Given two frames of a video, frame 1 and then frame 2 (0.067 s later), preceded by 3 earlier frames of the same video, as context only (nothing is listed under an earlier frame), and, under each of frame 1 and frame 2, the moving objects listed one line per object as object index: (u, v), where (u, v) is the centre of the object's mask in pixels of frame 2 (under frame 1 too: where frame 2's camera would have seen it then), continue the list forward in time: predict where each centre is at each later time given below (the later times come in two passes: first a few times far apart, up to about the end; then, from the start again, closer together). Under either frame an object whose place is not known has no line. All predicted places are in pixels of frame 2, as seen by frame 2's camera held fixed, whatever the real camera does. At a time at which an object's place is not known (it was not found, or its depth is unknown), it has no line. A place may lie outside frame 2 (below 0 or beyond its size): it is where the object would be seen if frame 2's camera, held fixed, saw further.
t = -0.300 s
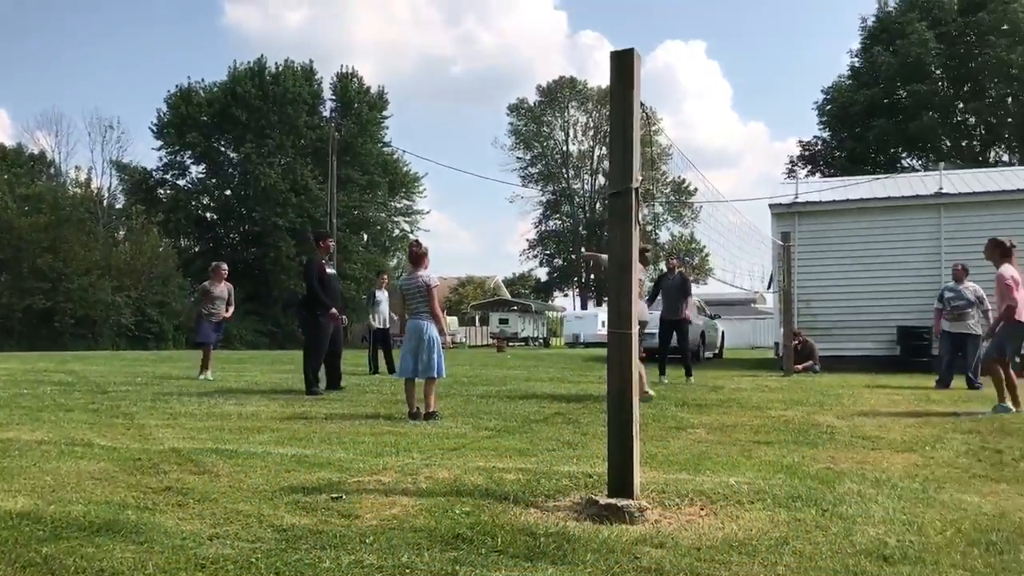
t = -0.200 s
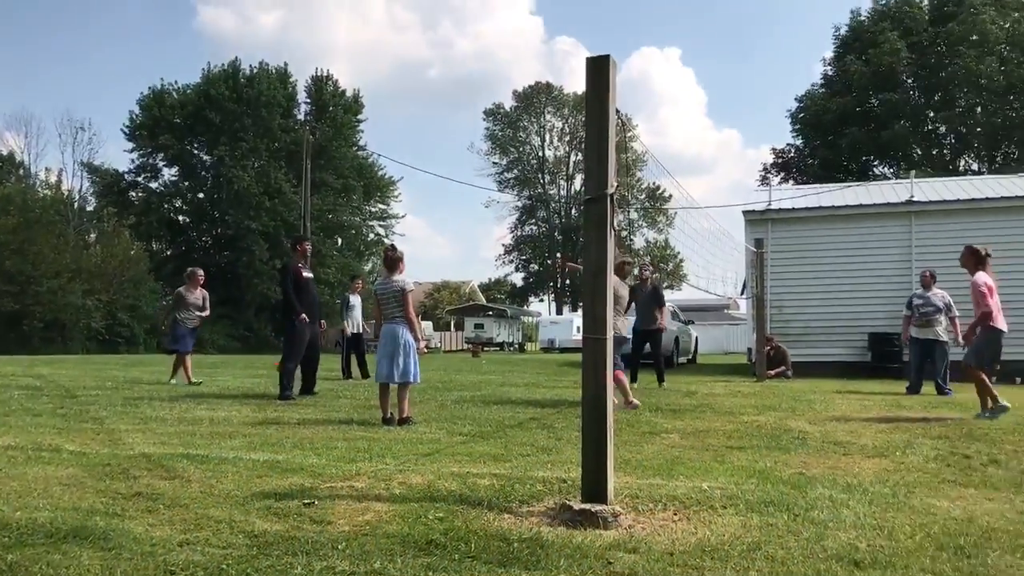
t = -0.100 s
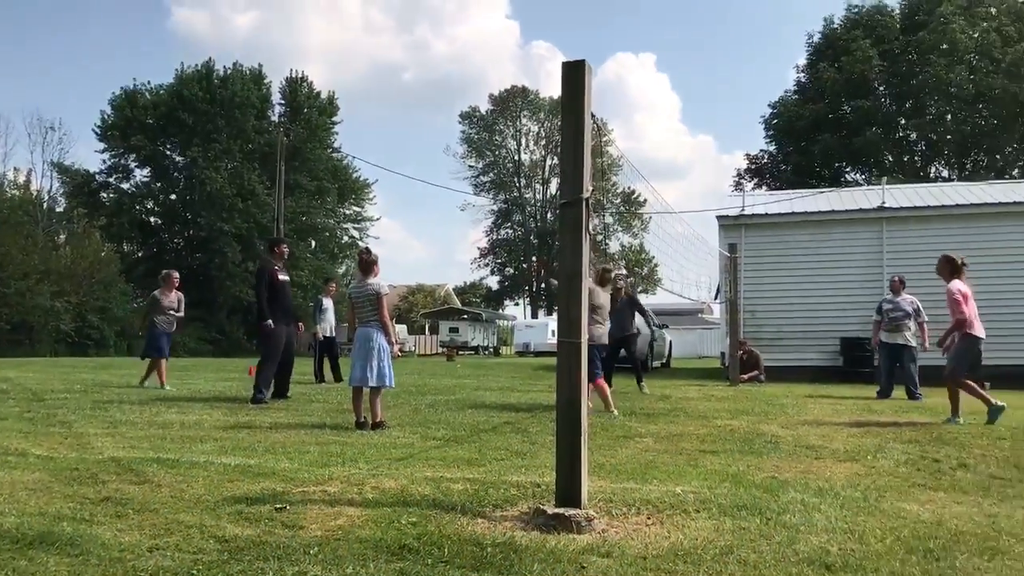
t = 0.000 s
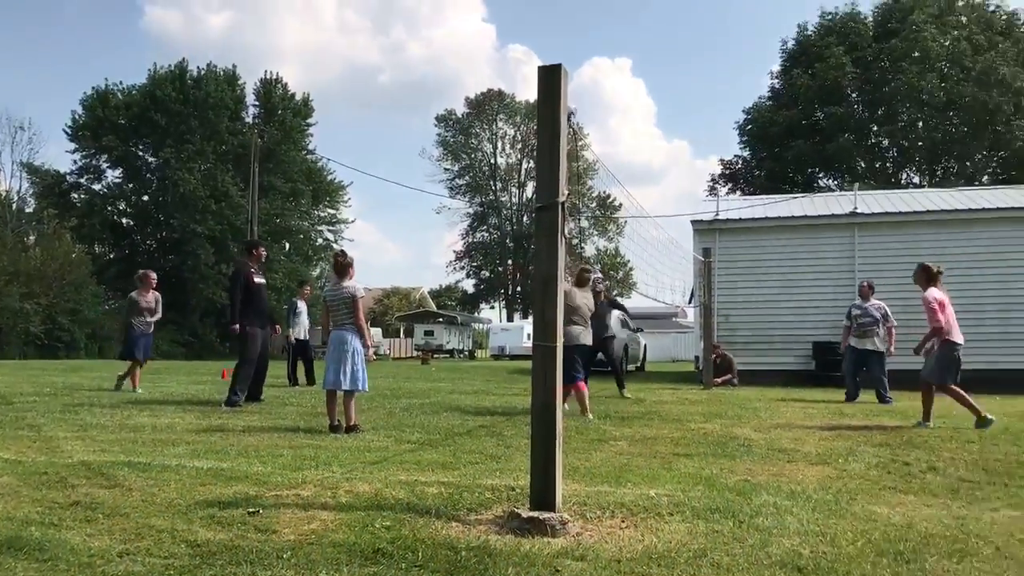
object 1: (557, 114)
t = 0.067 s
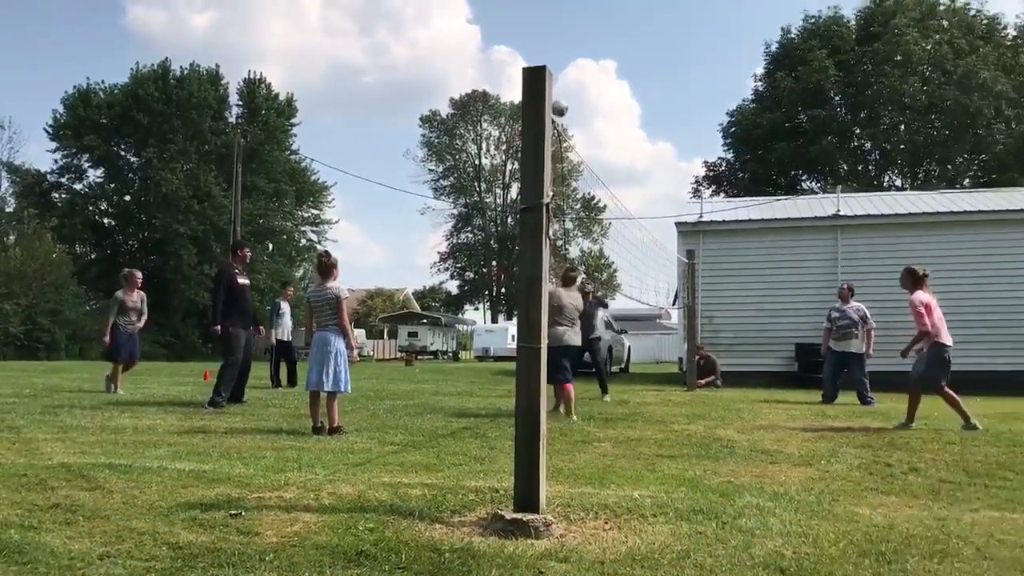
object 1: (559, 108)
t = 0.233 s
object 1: (574, 112)
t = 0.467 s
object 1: (596, 152)
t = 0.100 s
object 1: (562, 107)
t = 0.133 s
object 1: (565, 107)
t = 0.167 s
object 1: (568, 108)
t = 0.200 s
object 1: (571, 110)
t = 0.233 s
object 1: (574, 112)
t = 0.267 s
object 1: (577, 115)
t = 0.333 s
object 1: (584, 124)
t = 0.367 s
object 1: (587, 130)
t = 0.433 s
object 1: (593, 144)
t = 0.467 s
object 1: (596, 152)
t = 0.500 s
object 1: (599, 161)
